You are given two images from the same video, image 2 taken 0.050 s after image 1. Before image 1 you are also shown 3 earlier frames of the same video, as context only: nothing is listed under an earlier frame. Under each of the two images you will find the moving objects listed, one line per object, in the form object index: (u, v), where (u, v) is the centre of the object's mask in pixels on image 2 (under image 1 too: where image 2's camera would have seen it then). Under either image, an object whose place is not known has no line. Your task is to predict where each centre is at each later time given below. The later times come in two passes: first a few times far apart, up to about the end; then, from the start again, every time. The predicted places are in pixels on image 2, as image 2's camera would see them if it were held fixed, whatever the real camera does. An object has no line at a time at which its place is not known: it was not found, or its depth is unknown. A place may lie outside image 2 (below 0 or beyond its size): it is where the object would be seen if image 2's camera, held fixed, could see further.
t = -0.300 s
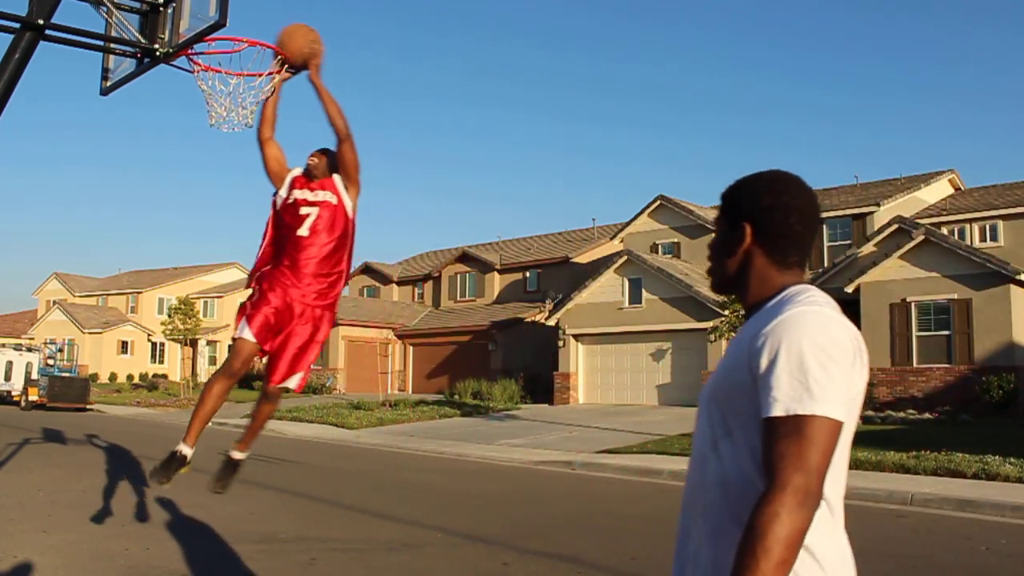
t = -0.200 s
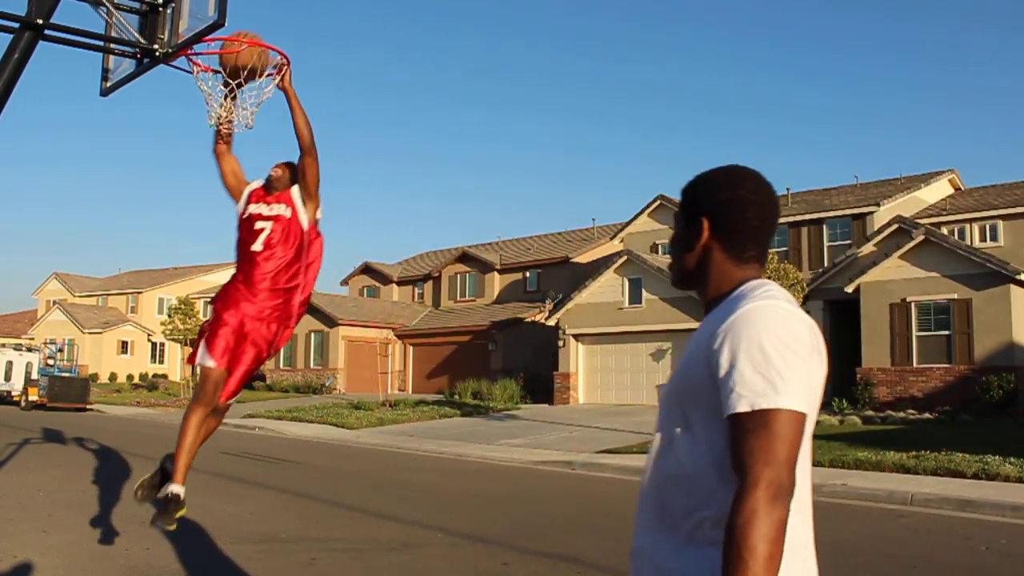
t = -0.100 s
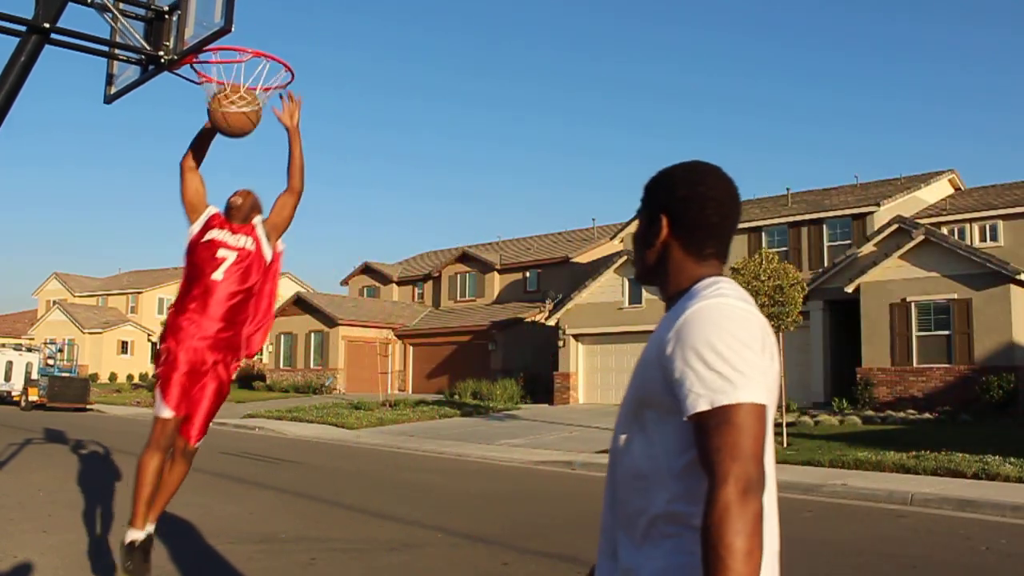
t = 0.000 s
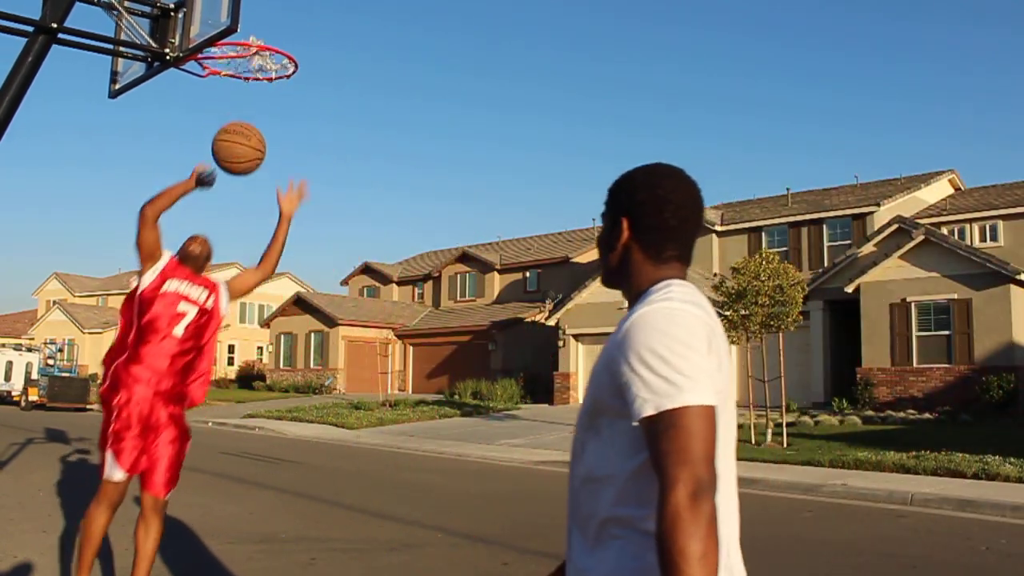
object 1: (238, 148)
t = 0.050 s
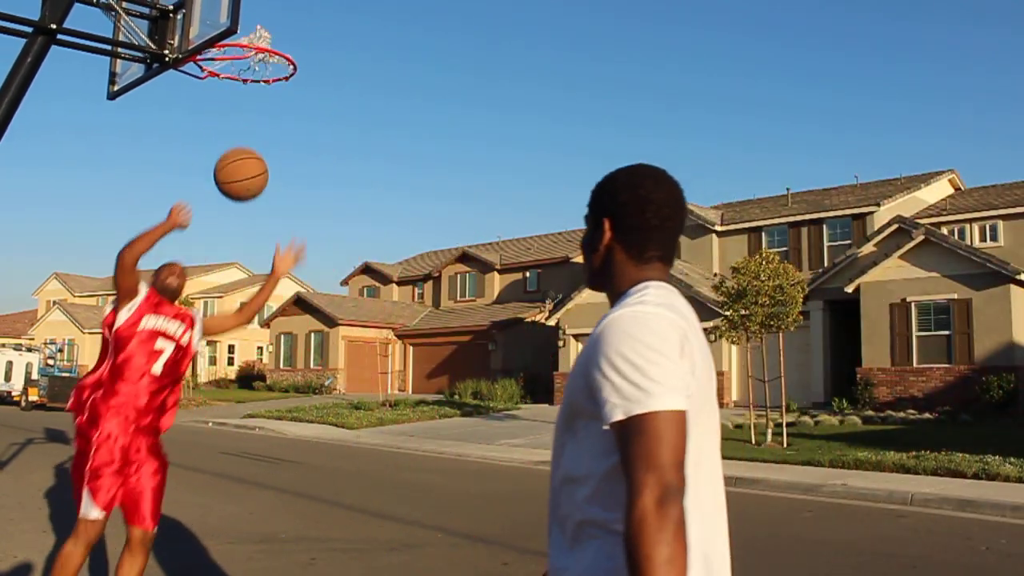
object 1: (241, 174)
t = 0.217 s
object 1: (245, 305)
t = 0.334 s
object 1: (249, 438)
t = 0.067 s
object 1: (241, 184)
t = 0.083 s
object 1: (242, 195)
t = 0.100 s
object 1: (242, 205)
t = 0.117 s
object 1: (243, 218)
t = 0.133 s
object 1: (244, 231)
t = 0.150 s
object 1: (244, 244)
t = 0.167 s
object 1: (244, 258)
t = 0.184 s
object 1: (244, 273)
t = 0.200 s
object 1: (245, 289)
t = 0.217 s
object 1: (245, 305)
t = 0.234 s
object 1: (246, 323)
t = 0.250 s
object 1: (247, 342)
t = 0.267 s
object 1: (247, 359)
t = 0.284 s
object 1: (247, 379)
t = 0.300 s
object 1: (248, 395)
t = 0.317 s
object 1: (248, 418)
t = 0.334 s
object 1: (249, 438)
